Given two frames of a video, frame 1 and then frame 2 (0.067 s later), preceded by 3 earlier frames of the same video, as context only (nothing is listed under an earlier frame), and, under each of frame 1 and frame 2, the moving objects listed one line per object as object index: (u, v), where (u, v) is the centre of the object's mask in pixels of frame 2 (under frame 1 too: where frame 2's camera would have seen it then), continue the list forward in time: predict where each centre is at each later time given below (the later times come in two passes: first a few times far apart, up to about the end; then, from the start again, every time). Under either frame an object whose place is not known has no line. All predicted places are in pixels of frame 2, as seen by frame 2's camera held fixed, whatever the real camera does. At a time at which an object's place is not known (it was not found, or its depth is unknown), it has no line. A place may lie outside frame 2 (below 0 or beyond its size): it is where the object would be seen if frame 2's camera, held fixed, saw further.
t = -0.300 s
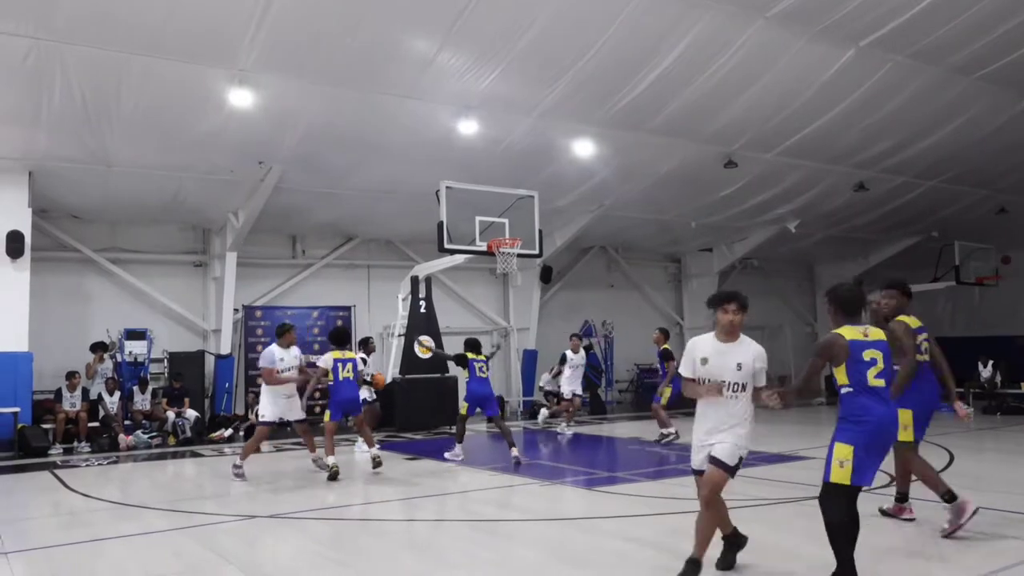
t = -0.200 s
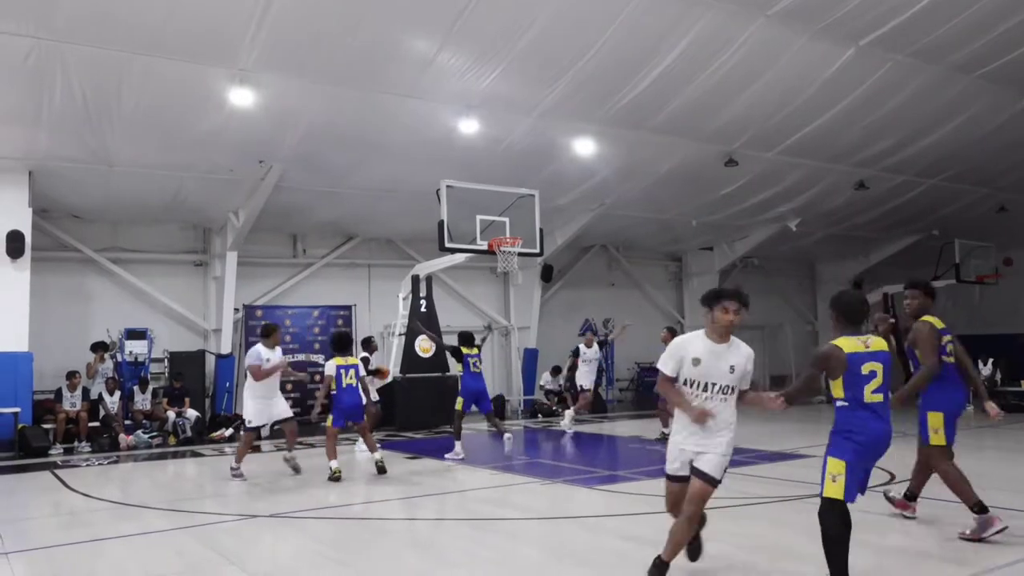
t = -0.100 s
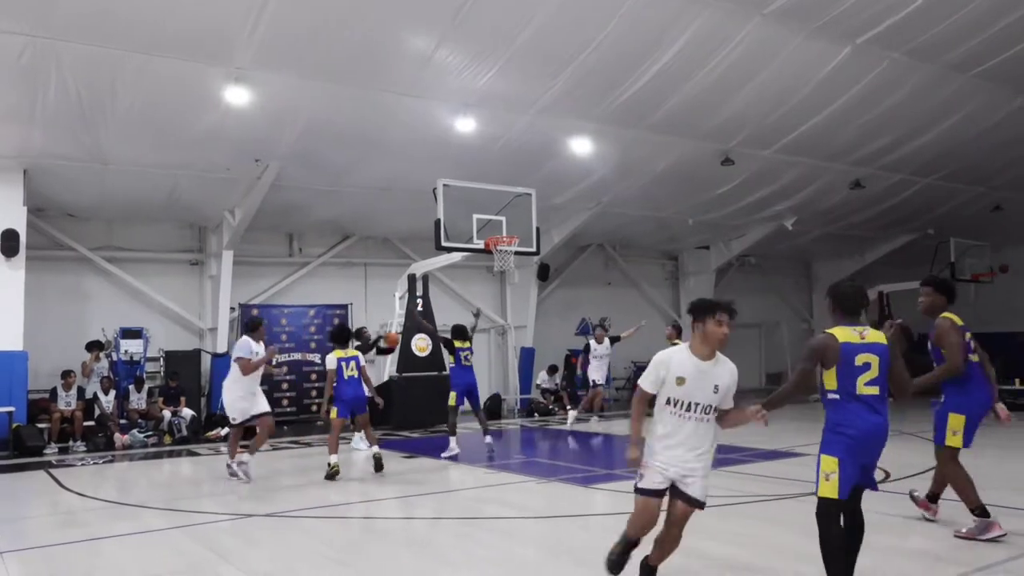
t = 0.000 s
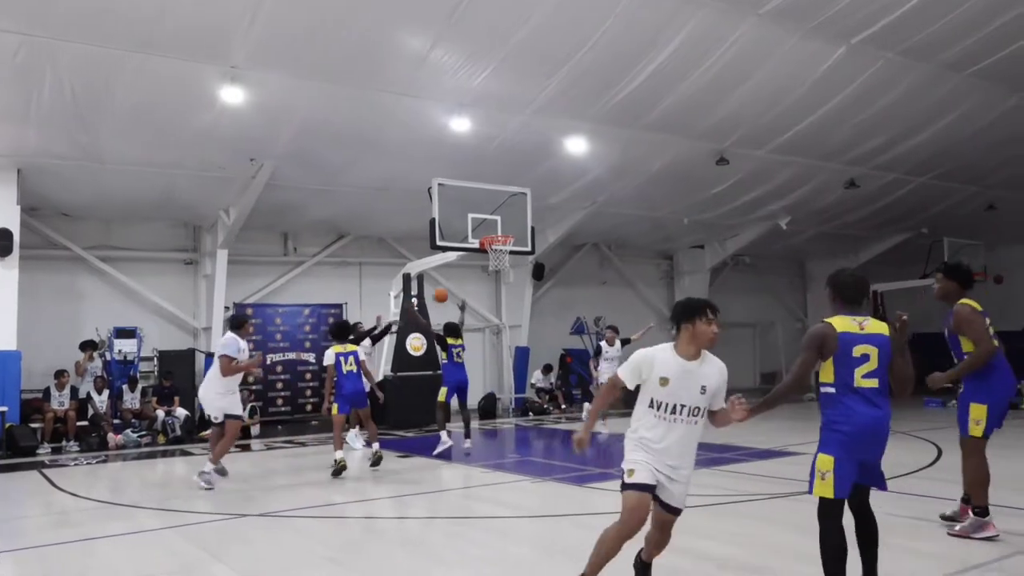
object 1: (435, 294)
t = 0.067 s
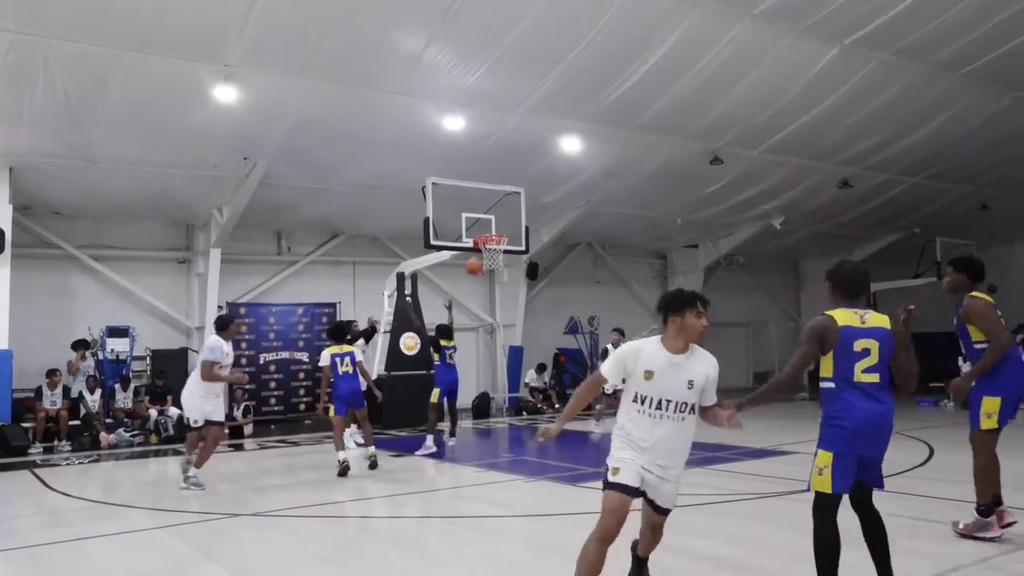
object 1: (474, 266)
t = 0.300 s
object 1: (628, 186)
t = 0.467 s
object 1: (757, 147)
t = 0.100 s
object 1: (494, 254)
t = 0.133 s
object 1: (515, 240)
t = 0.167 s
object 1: (537, 228)
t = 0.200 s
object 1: (559, 217)
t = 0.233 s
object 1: (581, 206)
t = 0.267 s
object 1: (605, 196)
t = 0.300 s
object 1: (628, 186)
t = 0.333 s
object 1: (652, 177)
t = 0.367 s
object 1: (678, 169)
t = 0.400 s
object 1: (704, 161)
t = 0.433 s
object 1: (731, 153)
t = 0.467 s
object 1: (757, 147)
